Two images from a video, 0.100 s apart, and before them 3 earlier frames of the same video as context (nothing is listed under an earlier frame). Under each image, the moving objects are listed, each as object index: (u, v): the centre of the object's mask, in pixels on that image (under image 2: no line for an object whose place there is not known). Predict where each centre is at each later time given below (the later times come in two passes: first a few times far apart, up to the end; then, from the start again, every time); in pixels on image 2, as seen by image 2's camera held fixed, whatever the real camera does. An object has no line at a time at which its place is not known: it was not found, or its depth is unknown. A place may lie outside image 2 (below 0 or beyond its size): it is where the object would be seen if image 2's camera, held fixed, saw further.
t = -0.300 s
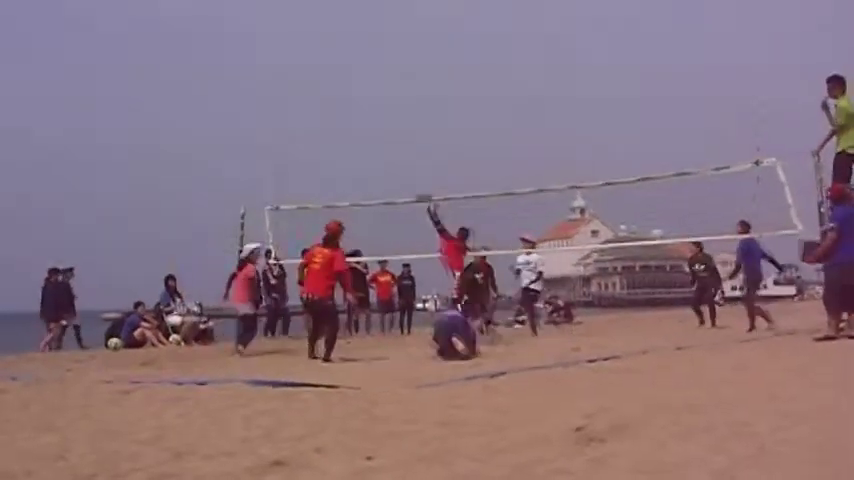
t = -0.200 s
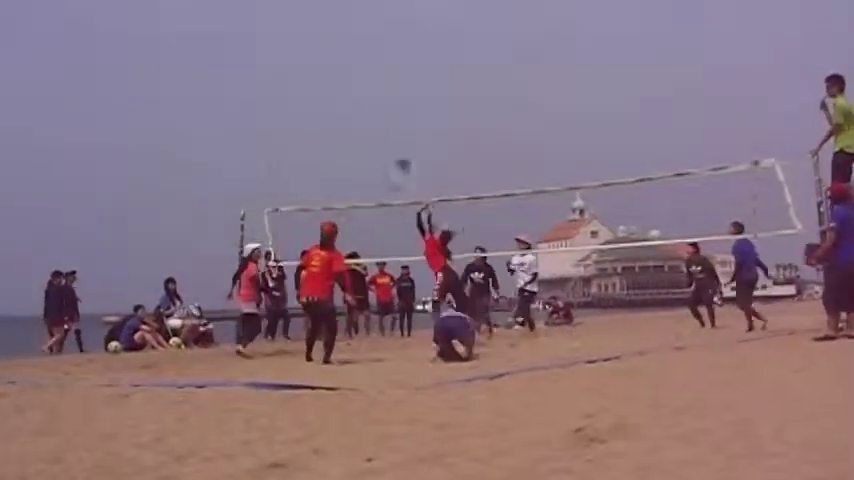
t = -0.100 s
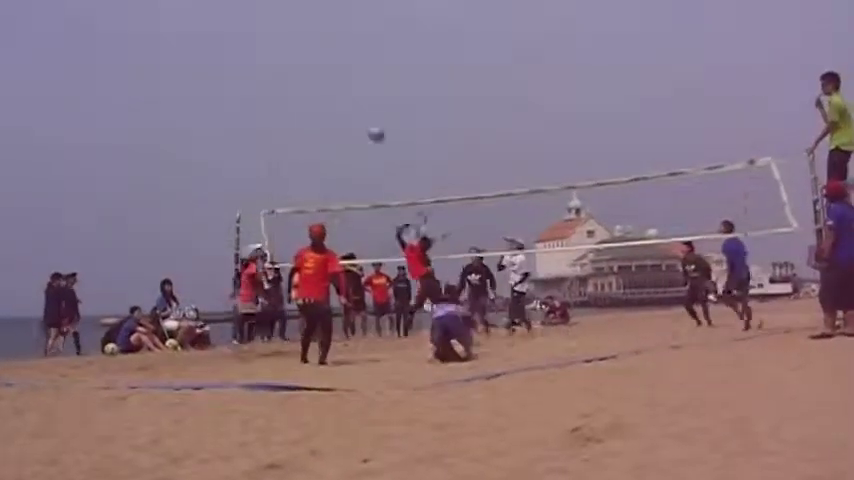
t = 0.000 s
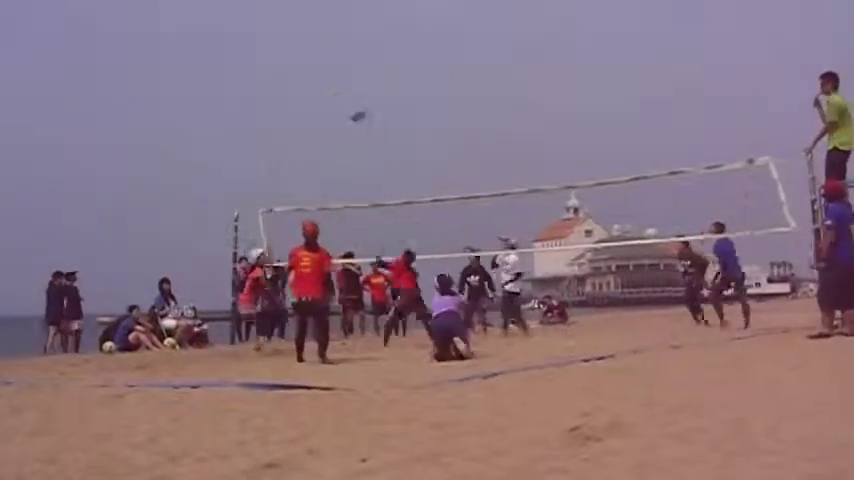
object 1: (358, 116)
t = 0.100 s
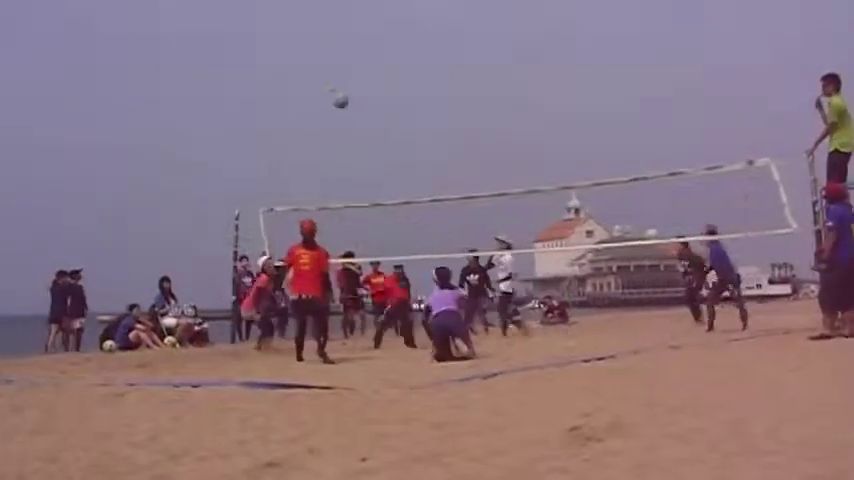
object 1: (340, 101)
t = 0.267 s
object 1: (313, 100)
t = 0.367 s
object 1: (300, 108)
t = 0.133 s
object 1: (334, 99)
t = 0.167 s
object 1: (329, 98)
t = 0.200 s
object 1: (322, 98)
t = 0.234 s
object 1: (317, 98)
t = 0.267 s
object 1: (313, 100)
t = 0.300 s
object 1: (308, 101)
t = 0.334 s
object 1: (305, 103)
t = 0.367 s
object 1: (300, 108)
